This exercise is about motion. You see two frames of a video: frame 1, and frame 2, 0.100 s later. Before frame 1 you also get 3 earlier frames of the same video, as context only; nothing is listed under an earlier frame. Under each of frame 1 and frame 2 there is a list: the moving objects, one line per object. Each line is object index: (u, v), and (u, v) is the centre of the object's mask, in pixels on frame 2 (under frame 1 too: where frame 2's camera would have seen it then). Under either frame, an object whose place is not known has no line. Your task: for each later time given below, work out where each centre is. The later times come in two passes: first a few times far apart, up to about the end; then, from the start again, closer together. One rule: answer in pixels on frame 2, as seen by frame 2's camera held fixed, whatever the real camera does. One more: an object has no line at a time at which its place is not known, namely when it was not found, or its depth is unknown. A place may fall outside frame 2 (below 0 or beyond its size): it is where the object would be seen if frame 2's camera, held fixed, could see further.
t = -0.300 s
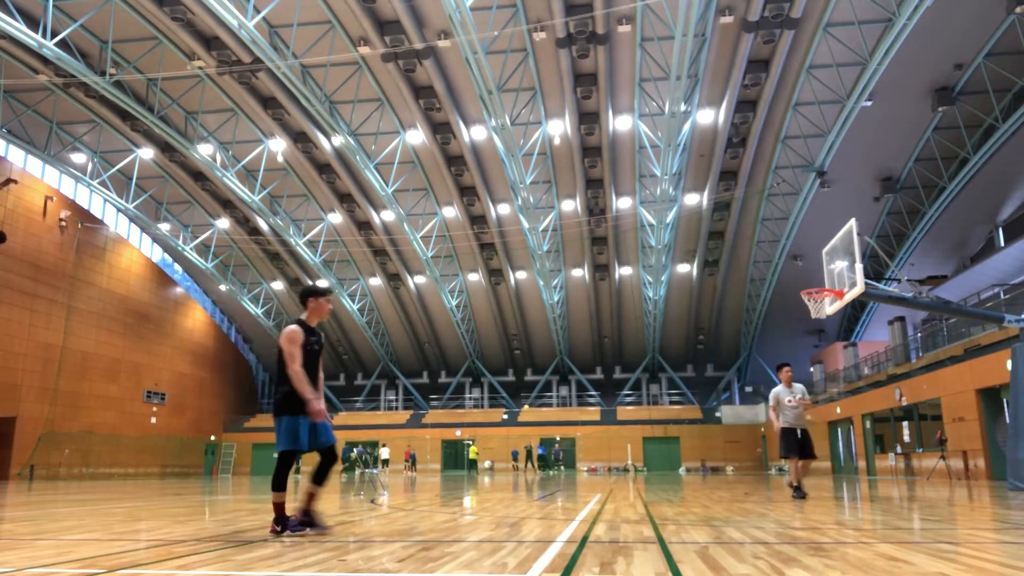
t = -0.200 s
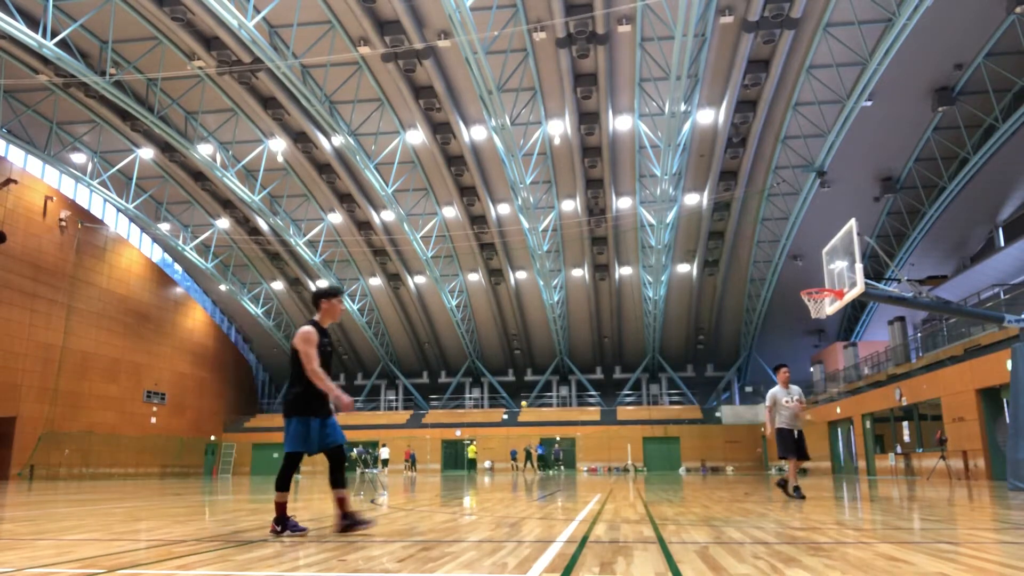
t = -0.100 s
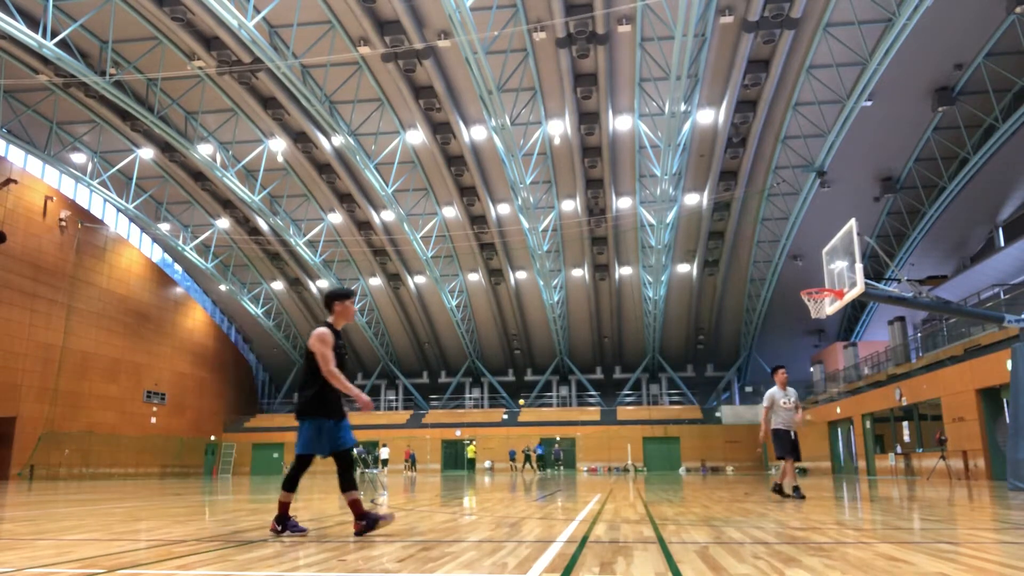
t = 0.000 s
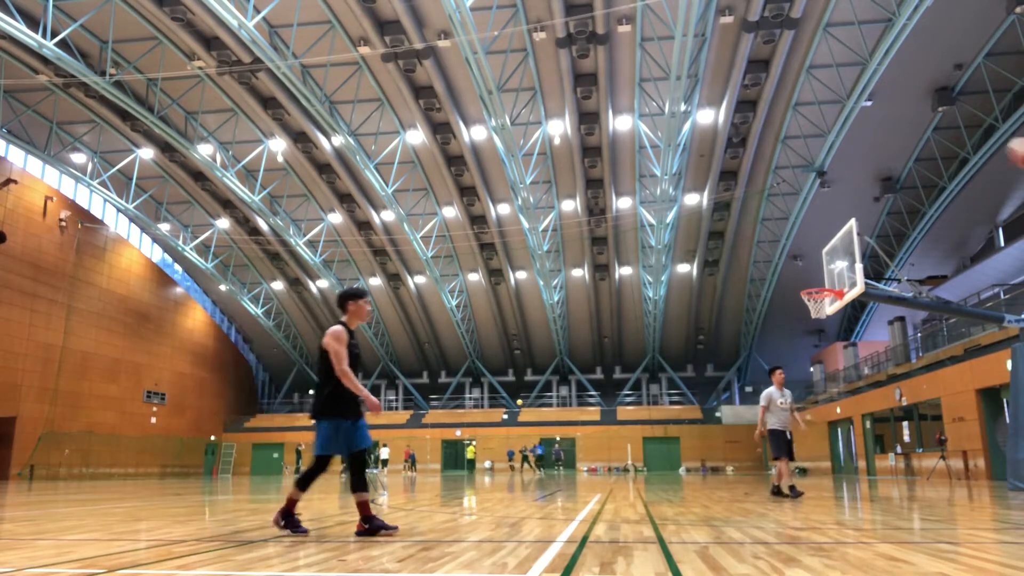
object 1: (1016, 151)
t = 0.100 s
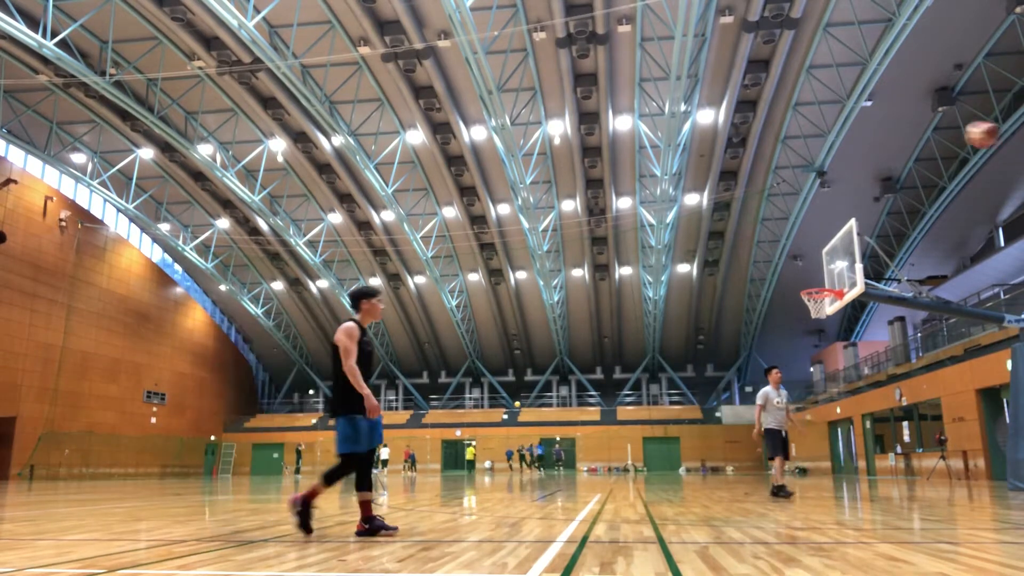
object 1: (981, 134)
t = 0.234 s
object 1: (937, 127)
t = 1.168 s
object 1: (811, 313)
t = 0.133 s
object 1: (970, 131)
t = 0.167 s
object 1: (957, 129)
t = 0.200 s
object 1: (946, 127)
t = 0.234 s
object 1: (937, 127)
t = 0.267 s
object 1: (928, 127)
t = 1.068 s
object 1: (815, 306)
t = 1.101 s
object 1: (814, 306)
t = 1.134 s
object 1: (813, 309)
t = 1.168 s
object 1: (811, 313)
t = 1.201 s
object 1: (810, 316)
